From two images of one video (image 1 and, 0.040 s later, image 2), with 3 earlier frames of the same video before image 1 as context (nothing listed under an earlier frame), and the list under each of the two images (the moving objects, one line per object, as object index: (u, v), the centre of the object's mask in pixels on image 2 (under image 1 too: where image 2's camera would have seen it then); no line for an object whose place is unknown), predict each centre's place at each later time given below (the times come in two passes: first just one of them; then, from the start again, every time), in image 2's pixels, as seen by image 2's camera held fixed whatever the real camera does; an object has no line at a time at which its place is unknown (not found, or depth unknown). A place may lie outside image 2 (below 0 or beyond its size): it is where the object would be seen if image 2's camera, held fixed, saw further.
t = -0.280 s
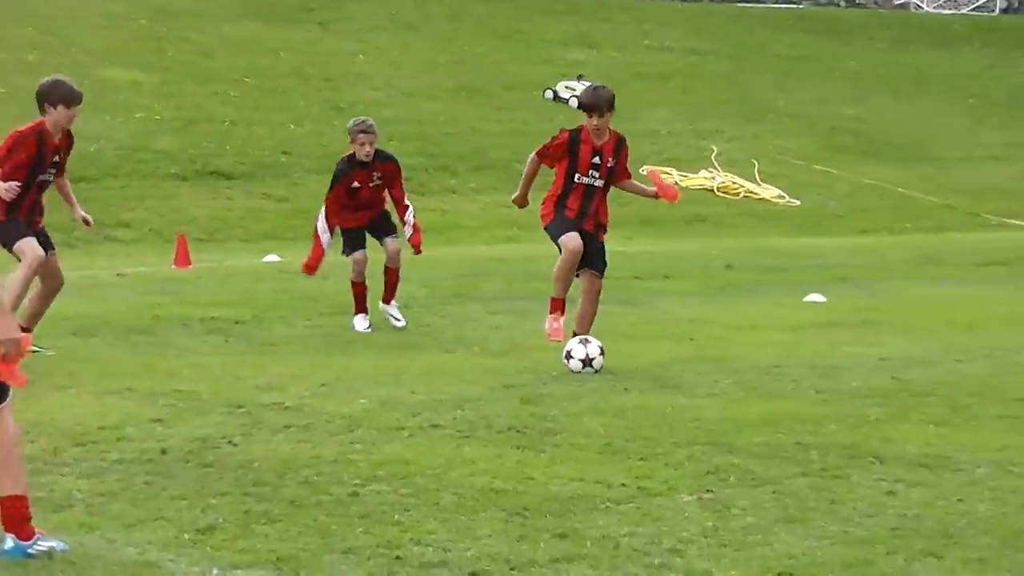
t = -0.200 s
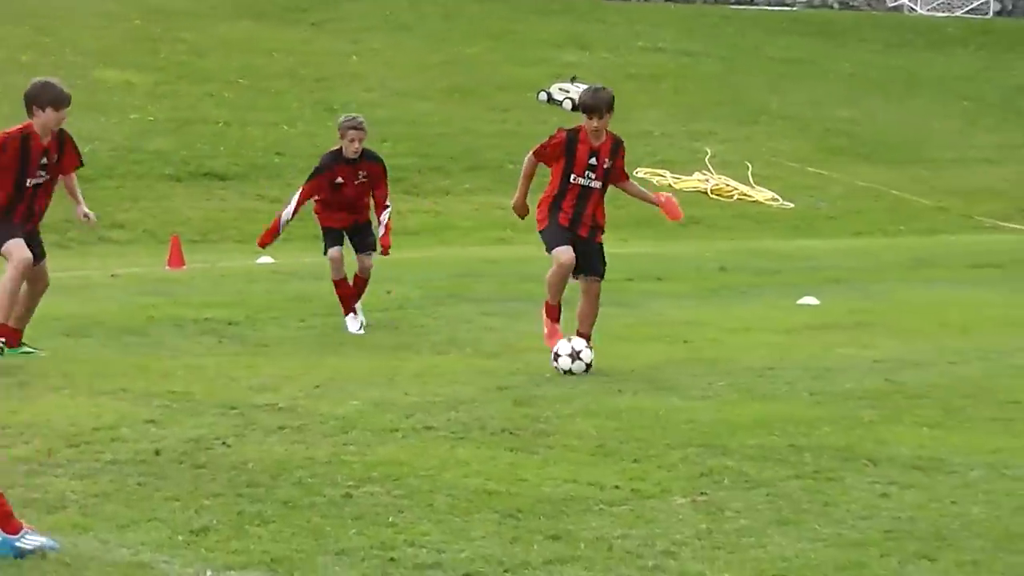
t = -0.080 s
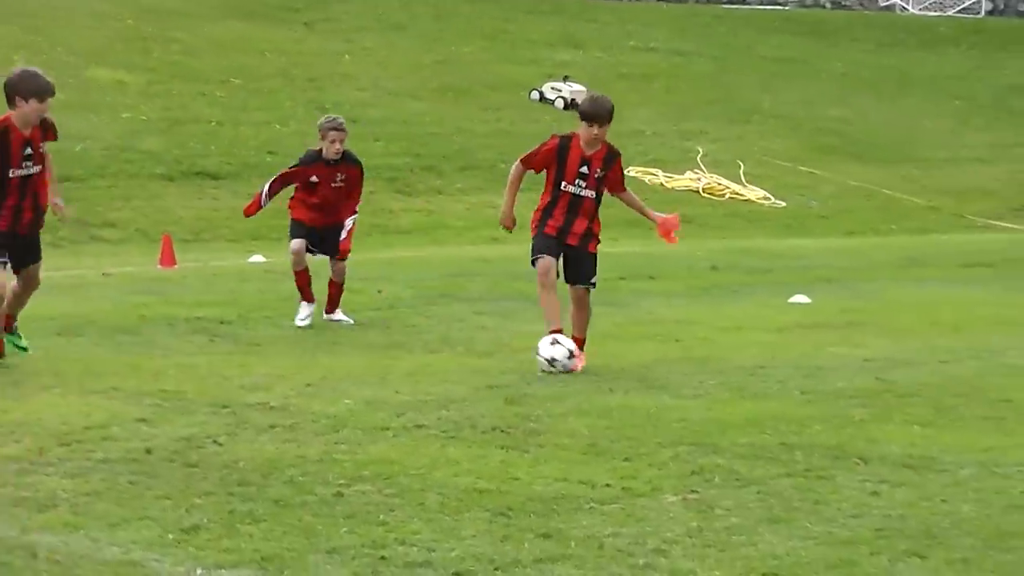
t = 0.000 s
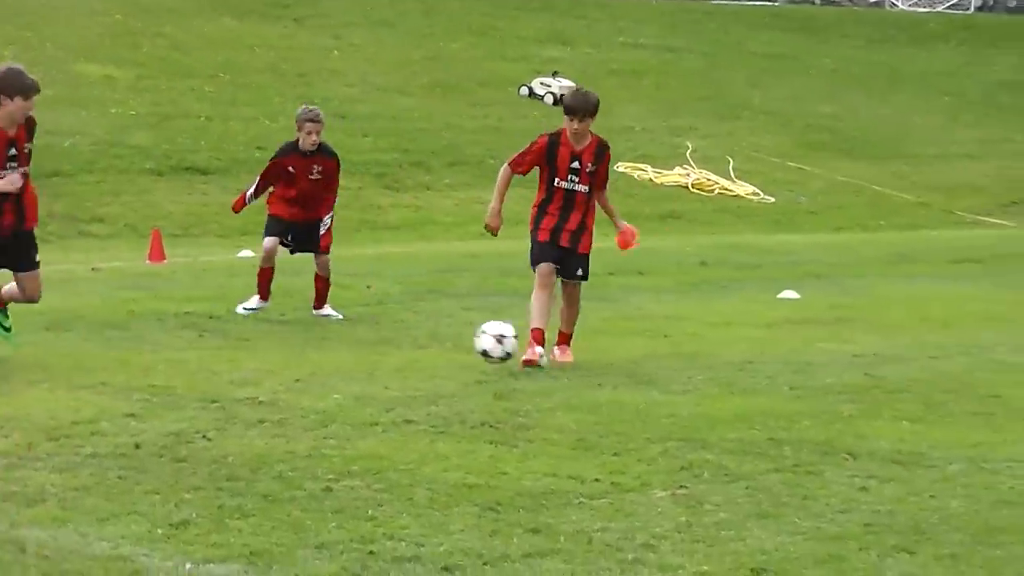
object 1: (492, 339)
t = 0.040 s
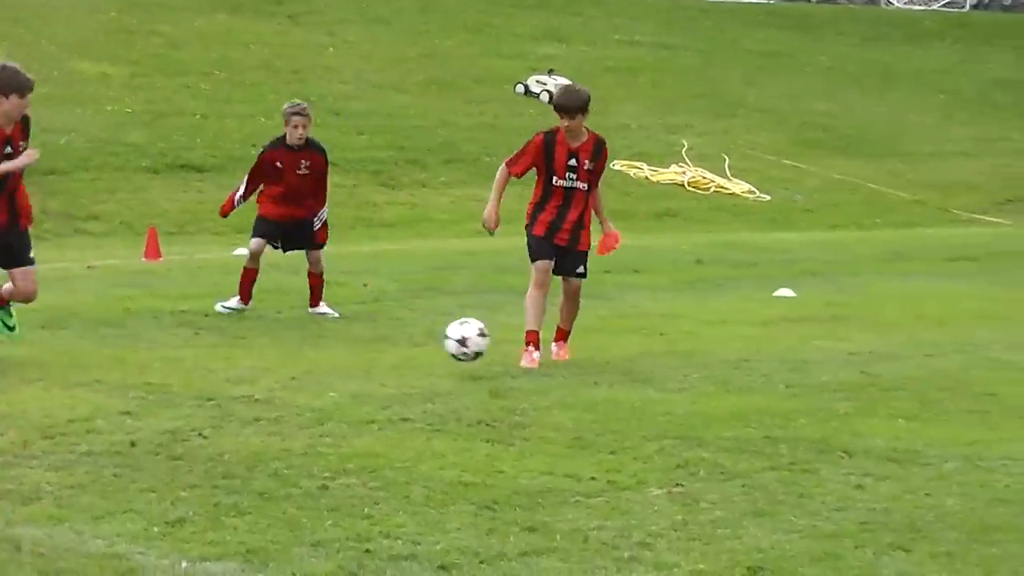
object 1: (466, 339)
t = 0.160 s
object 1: (384, 359)
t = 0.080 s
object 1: (440, 342)
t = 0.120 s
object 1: (413, 348)
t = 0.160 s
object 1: (384, 359)
